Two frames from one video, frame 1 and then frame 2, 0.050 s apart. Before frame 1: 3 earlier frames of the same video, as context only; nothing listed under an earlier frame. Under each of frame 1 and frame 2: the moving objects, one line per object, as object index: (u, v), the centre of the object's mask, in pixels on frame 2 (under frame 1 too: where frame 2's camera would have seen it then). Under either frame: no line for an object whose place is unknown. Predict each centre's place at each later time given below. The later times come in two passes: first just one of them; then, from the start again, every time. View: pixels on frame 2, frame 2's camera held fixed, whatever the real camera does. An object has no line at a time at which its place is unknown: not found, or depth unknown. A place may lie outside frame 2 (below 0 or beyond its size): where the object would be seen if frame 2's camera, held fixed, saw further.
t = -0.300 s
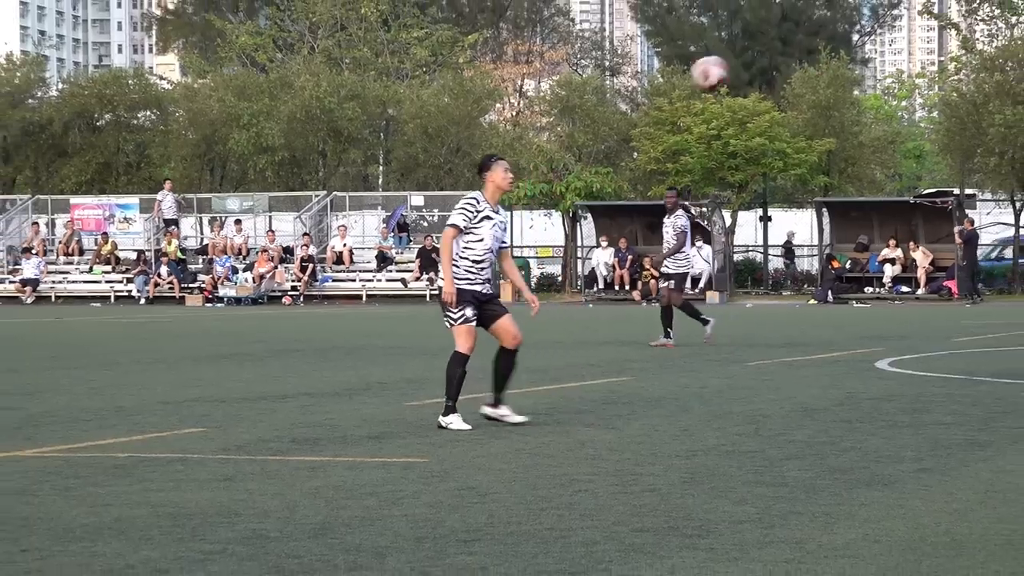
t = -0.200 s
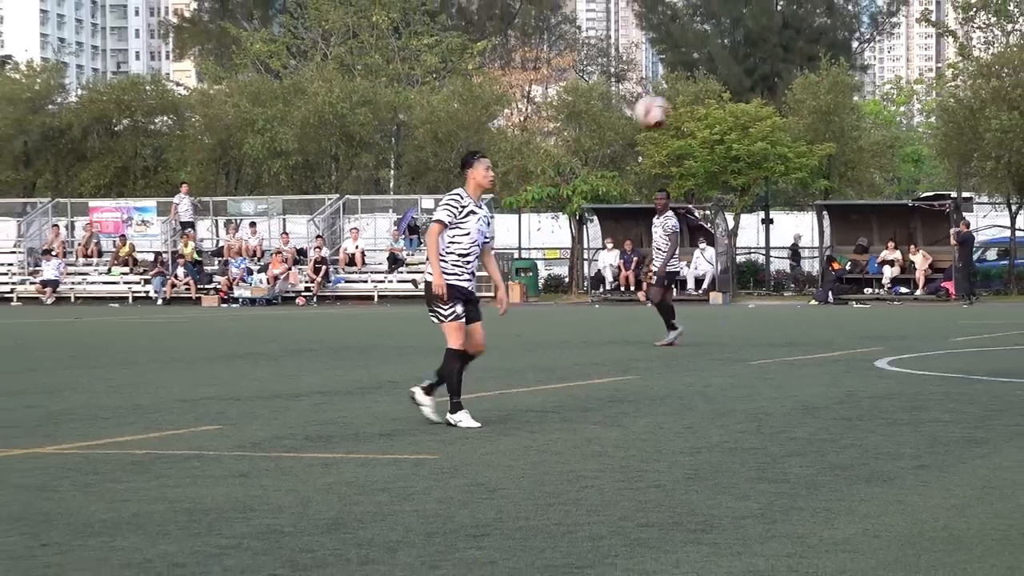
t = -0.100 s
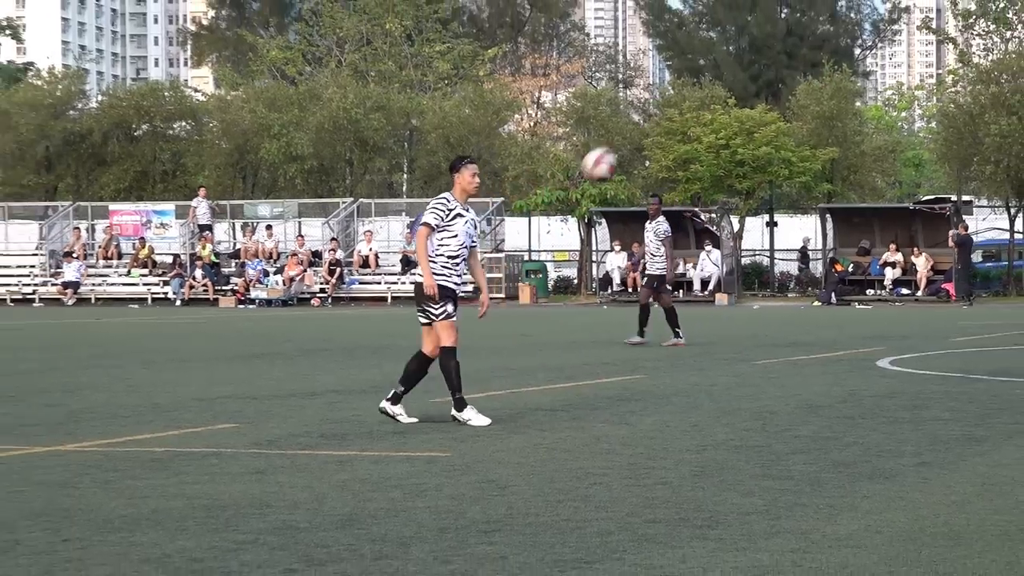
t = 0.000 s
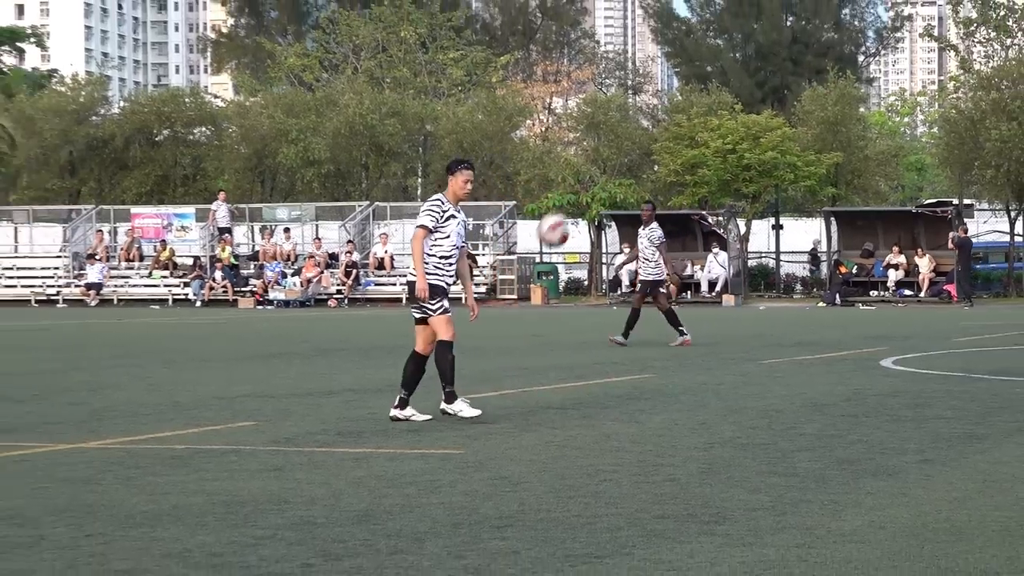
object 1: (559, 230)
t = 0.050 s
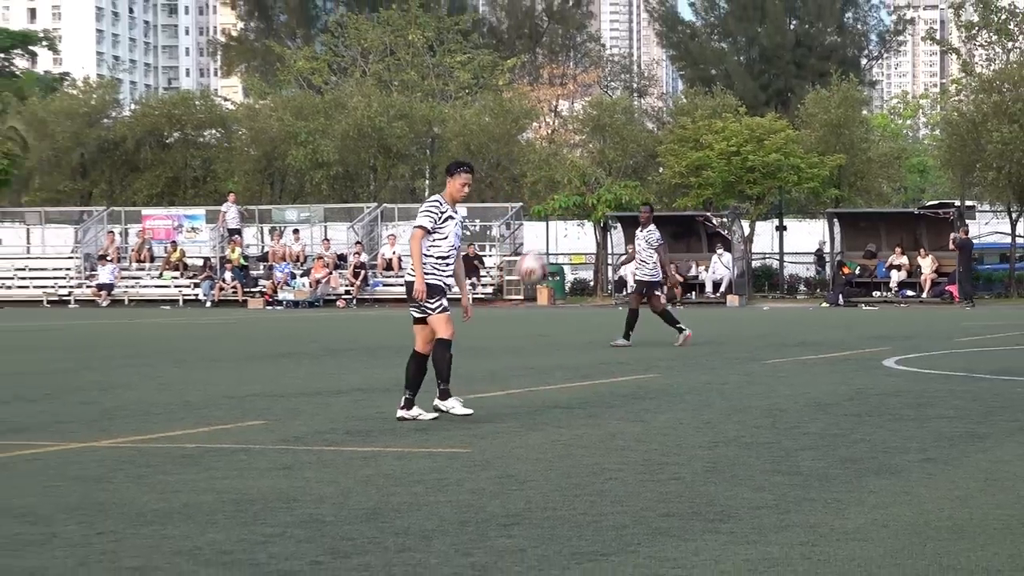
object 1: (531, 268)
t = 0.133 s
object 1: (488, 334)
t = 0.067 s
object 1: (524, 279)
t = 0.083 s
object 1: (515, 294)
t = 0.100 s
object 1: (505, 307)
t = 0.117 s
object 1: (498, 320)
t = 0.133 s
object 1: (488, 334)
